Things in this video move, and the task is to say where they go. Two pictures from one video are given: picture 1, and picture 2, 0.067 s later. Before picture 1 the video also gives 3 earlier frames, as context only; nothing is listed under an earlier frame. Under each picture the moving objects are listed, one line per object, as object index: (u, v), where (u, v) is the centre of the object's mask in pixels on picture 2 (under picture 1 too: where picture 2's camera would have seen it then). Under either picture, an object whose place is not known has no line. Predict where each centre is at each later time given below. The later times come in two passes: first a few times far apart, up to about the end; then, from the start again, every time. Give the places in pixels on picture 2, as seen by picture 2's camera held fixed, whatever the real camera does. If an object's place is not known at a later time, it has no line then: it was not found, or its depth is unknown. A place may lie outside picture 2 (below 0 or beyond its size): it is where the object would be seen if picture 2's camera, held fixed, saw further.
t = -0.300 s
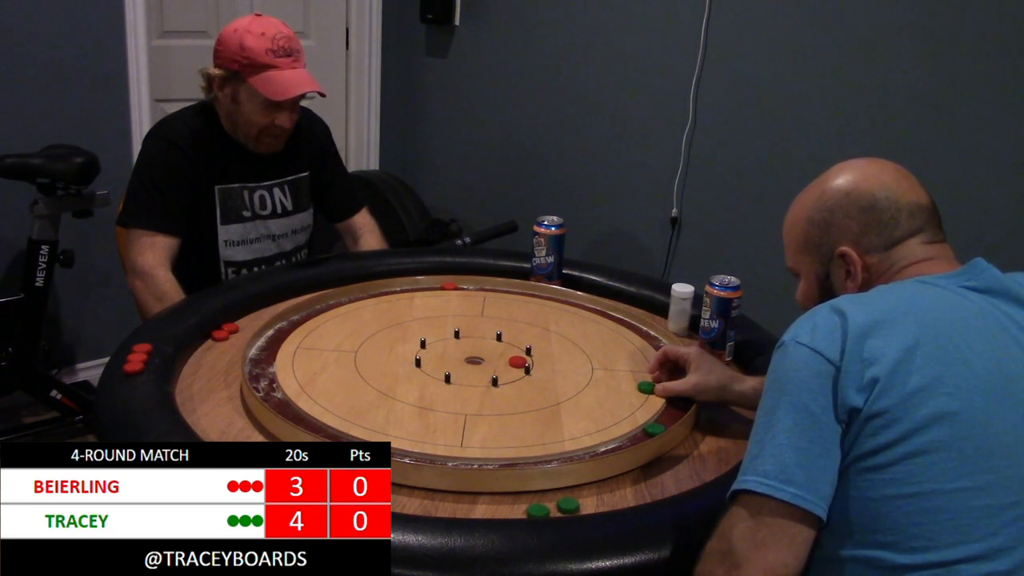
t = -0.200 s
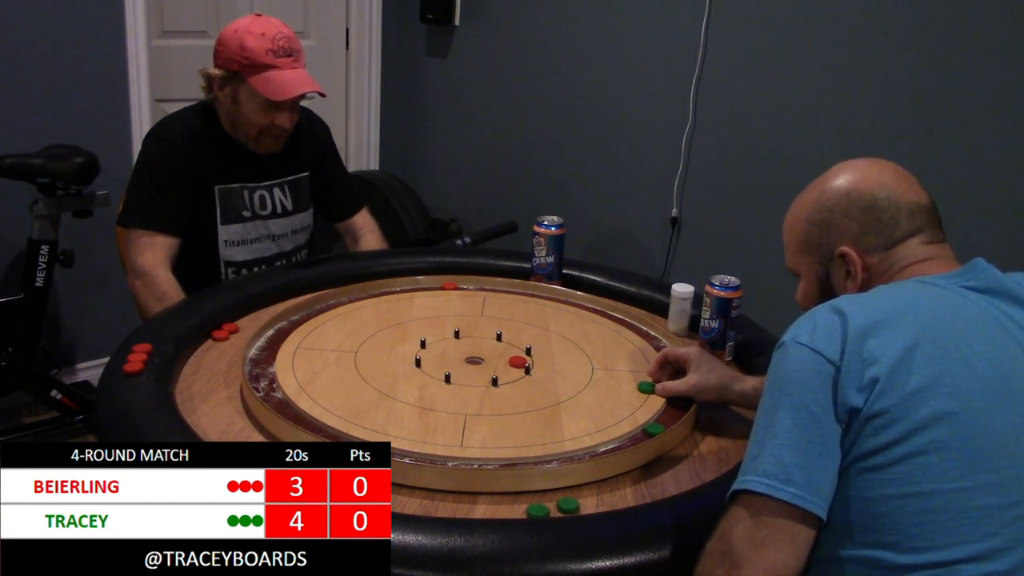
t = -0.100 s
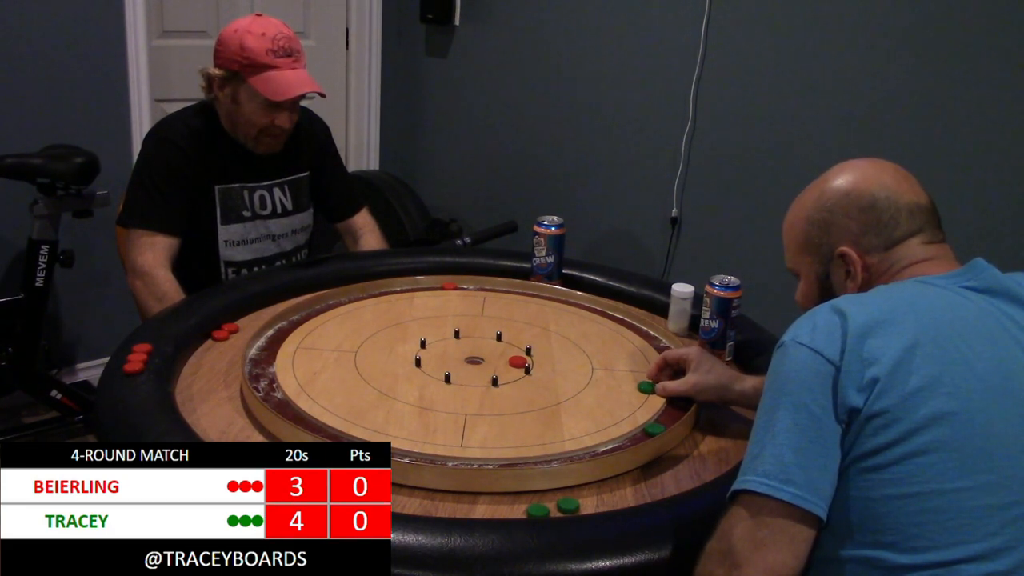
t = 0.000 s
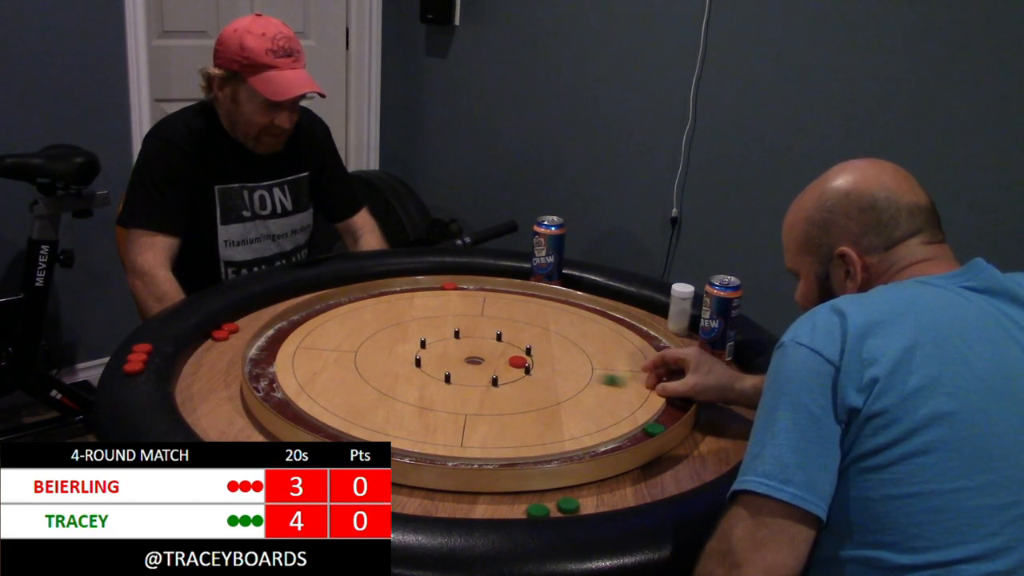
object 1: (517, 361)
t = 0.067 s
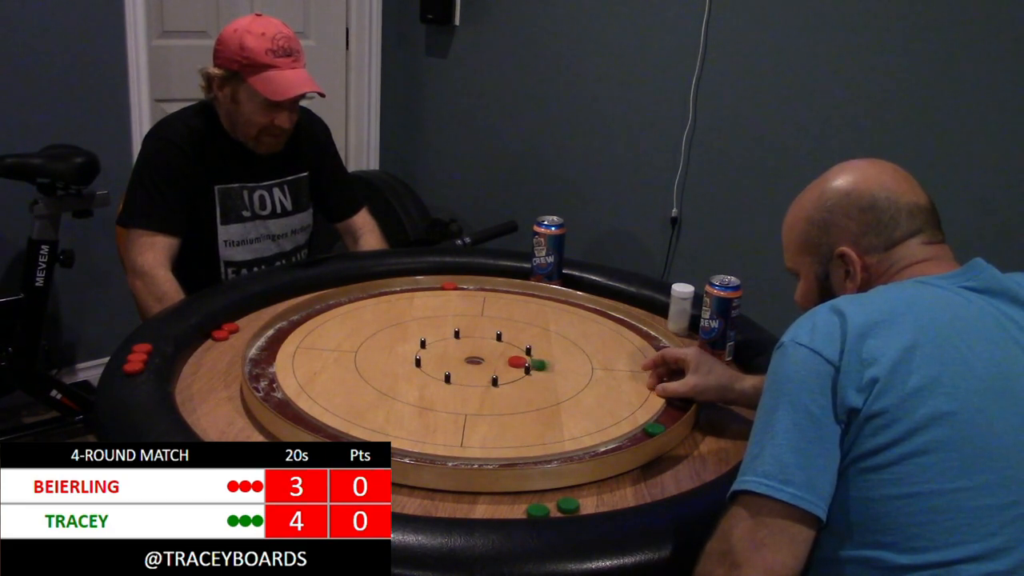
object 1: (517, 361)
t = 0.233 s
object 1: (382, 349)
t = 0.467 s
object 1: (271, 376)
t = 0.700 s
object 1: (265, 390)
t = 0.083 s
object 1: (503, 360)
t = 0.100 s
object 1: (489, 358)
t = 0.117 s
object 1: (472, 354)
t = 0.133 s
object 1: (458, 352)
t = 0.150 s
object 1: (444, 349)
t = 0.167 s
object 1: (432, 347)
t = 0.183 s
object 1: (417, 346)
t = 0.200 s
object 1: (405, 347)
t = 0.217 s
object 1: (395, 349)
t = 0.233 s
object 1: (382, 349)
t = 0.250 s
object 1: (371, 351)
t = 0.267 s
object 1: (357, 355)
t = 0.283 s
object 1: (345, 355)
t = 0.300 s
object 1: (338, 358)
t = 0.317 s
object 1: (324, 359)
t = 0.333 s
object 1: (313, 359)
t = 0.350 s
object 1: (301, 361)
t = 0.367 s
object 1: (289, 363)
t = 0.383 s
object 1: (278, 366)
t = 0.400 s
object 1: (266, 368)
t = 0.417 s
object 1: (257, 370)
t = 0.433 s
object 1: (258, 370)
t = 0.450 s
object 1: (265, 370)
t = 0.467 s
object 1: (271, 376)
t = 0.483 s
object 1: (275, 373)
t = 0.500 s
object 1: (276, 372)
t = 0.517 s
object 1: (277, 372)
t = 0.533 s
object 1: (277, 375)
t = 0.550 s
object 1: (278, 375)
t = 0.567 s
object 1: (278, 377)
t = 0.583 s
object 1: (277, 378)
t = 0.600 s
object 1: (275, 379)
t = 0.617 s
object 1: (273, 382)
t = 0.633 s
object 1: (271, 384)
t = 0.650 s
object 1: (269, 385)
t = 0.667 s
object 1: (268, 385)
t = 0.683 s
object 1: (265, 389)
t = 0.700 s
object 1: (265, 390)
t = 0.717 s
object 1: (264, 391)
